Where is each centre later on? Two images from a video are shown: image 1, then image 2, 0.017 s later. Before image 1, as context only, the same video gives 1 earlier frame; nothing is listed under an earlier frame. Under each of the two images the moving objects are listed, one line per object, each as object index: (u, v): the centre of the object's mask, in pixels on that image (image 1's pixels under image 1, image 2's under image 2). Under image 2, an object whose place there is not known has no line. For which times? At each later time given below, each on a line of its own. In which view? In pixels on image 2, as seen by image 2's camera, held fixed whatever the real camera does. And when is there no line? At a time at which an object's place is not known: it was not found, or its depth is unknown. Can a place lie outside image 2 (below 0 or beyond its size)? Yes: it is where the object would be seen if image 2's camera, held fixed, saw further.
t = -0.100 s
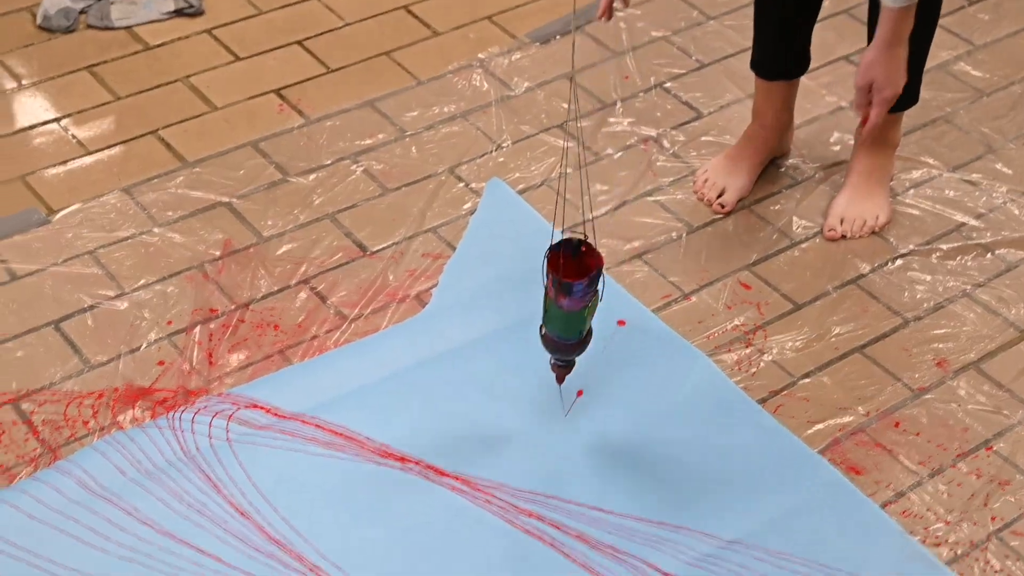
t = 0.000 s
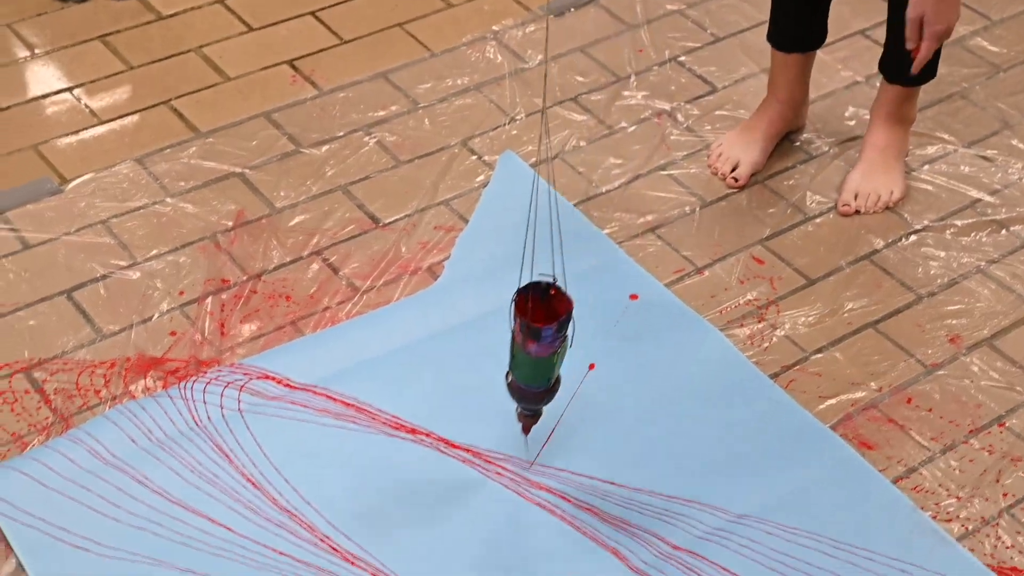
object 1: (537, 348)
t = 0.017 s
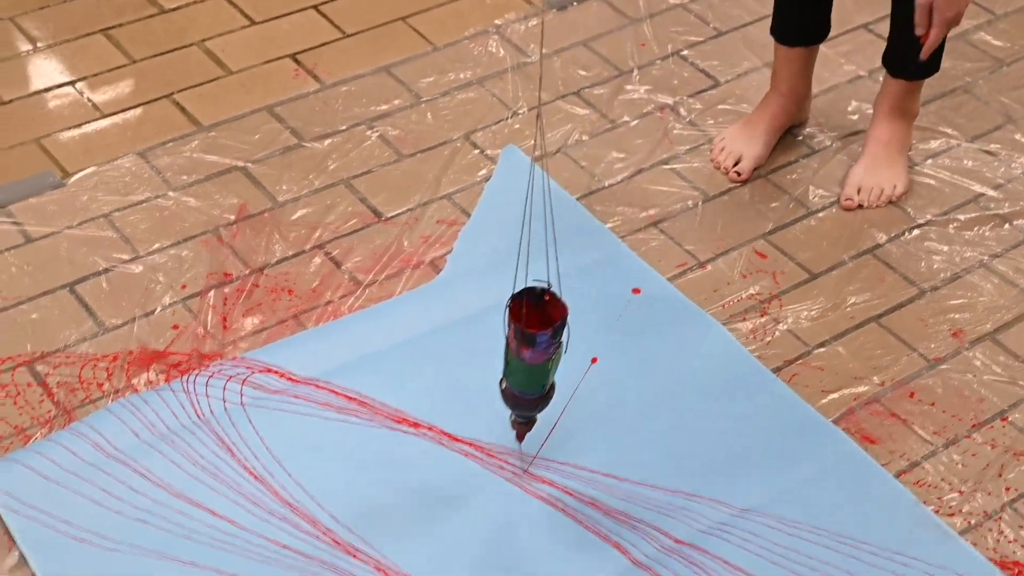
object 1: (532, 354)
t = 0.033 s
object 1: (523, 368)
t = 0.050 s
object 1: (514, 383)
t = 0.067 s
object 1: (505, 396)
